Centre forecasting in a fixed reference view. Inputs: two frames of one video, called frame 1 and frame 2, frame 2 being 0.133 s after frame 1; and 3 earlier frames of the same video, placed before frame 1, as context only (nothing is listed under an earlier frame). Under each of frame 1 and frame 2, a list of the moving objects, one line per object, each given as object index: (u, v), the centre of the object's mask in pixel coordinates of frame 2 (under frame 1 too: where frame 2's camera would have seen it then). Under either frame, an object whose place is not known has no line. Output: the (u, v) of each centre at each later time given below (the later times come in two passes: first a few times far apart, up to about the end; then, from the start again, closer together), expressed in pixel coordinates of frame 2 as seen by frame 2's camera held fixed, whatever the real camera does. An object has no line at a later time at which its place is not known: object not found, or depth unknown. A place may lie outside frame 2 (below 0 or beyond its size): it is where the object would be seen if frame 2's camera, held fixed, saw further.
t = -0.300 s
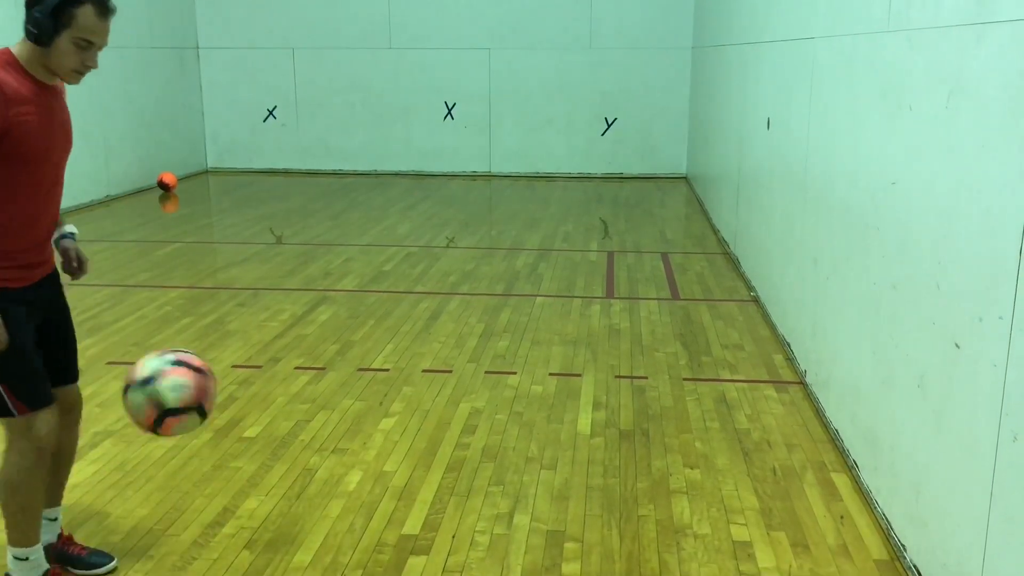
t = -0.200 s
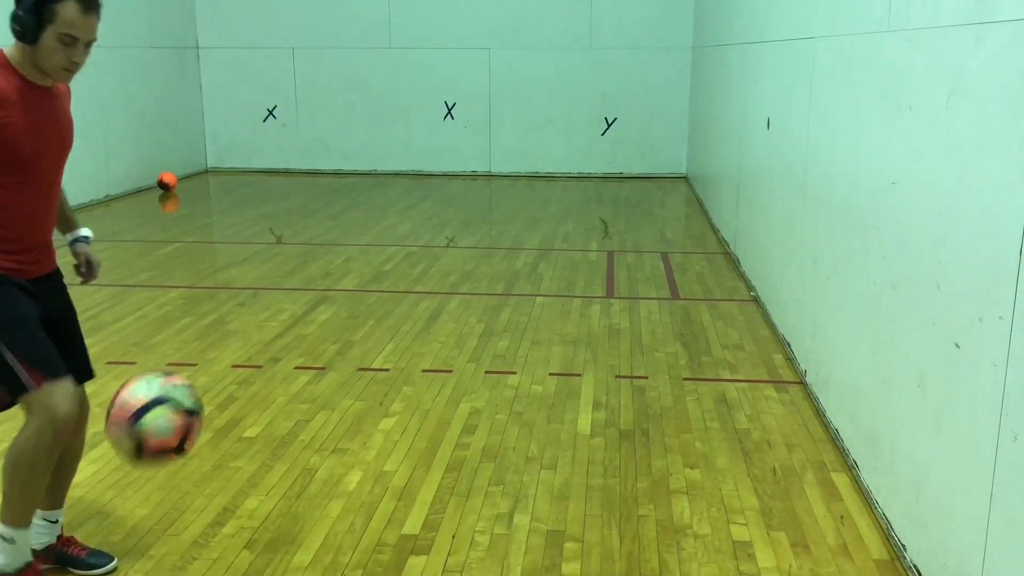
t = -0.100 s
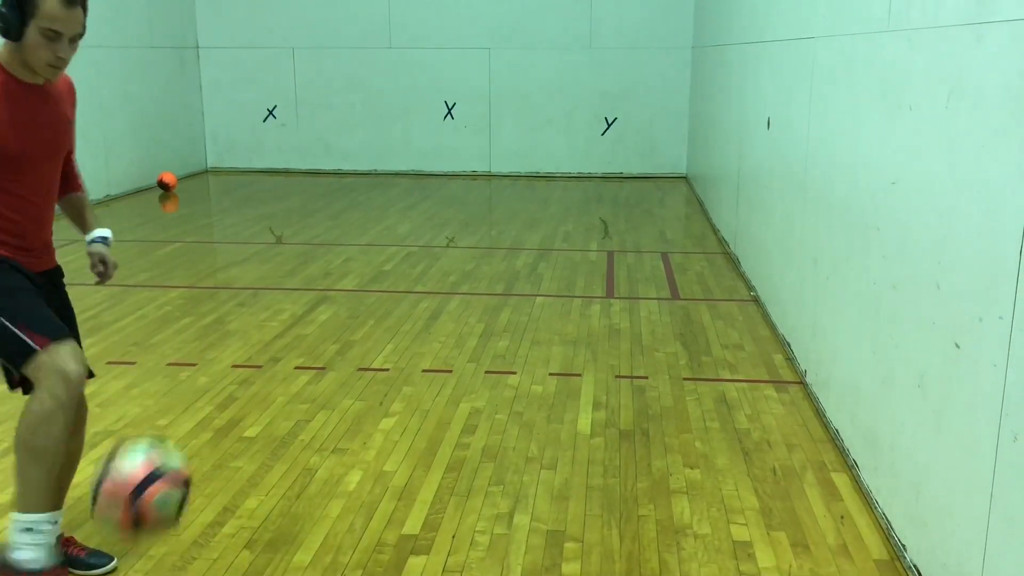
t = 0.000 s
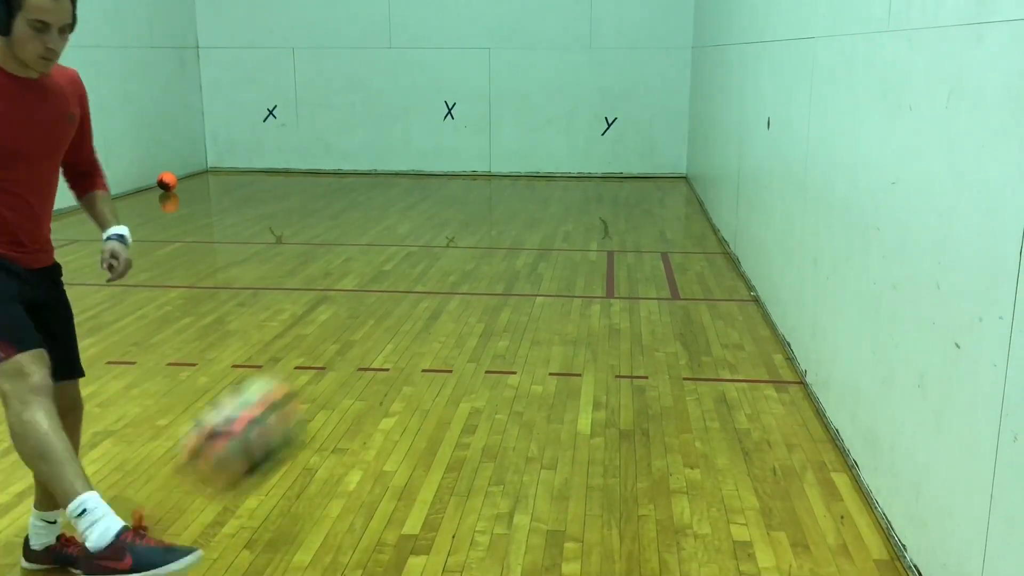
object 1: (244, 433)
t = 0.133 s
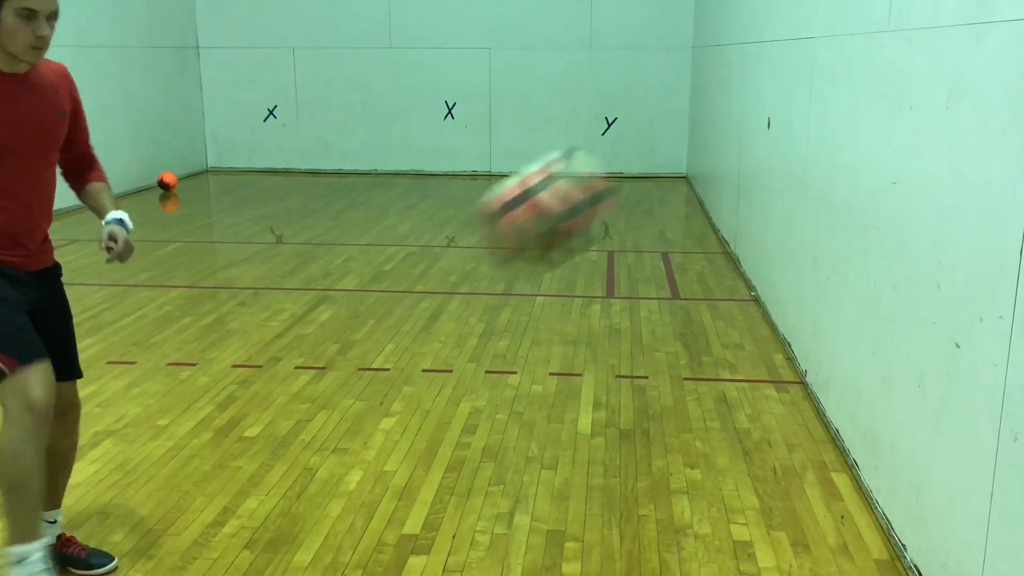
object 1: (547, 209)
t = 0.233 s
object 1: (798, 82)
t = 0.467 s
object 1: (742, 22)
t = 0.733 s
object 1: (273, 232)
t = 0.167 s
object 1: (629, 161)
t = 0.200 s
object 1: (715, 119)
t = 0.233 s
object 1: (798, 82)
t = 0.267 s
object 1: (882, 51)
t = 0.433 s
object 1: (815, 18)
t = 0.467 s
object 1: (742, 22)
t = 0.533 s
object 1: (613, 40)
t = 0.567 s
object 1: (554, 54)
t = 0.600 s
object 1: (493, 83)
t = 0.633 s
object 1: (432, 115)
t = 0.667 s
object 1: (376, 151)
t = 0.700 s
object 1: (321, 192)
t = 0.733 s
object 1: (273, 232)
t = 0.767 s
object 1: (227, 274)
